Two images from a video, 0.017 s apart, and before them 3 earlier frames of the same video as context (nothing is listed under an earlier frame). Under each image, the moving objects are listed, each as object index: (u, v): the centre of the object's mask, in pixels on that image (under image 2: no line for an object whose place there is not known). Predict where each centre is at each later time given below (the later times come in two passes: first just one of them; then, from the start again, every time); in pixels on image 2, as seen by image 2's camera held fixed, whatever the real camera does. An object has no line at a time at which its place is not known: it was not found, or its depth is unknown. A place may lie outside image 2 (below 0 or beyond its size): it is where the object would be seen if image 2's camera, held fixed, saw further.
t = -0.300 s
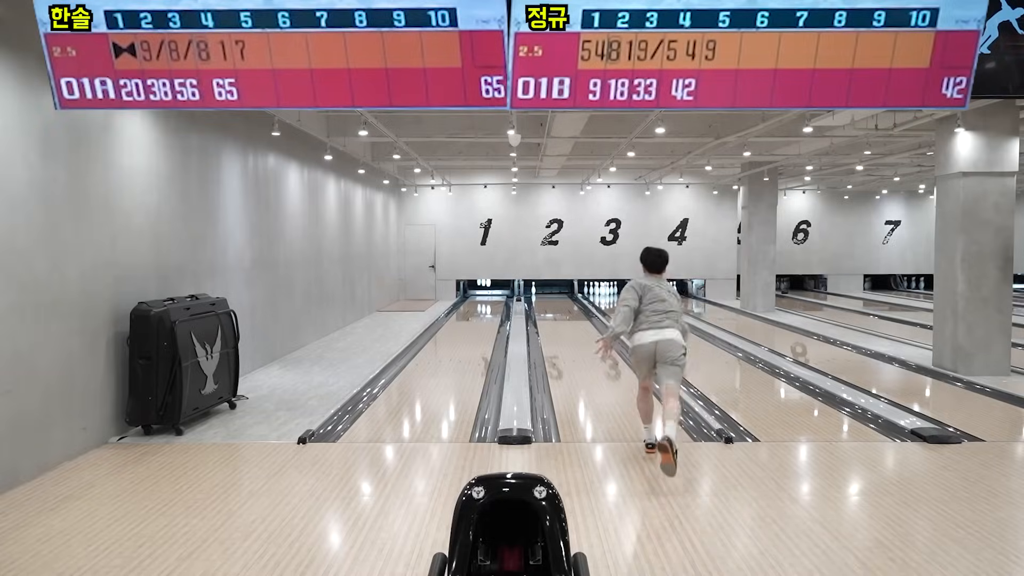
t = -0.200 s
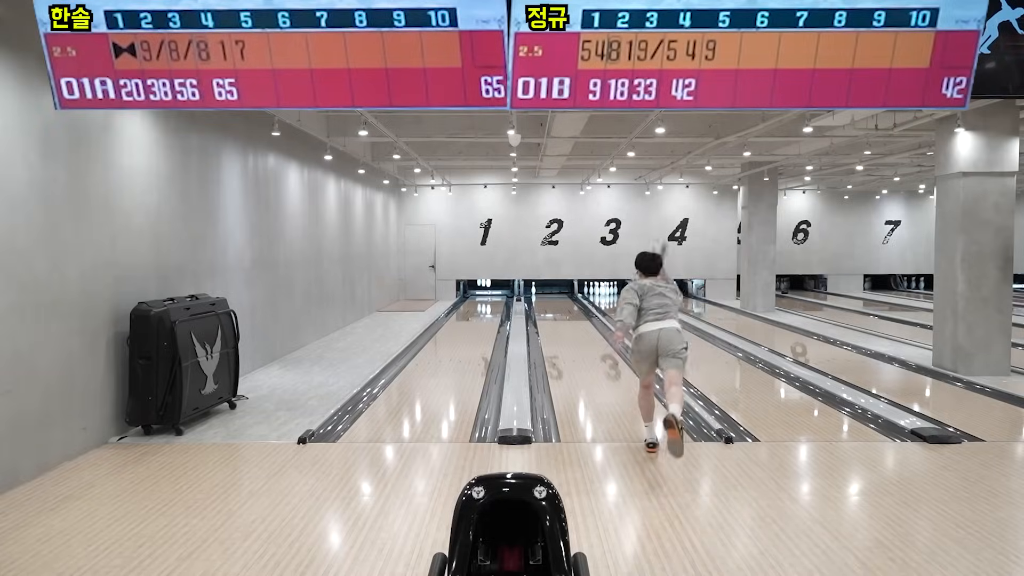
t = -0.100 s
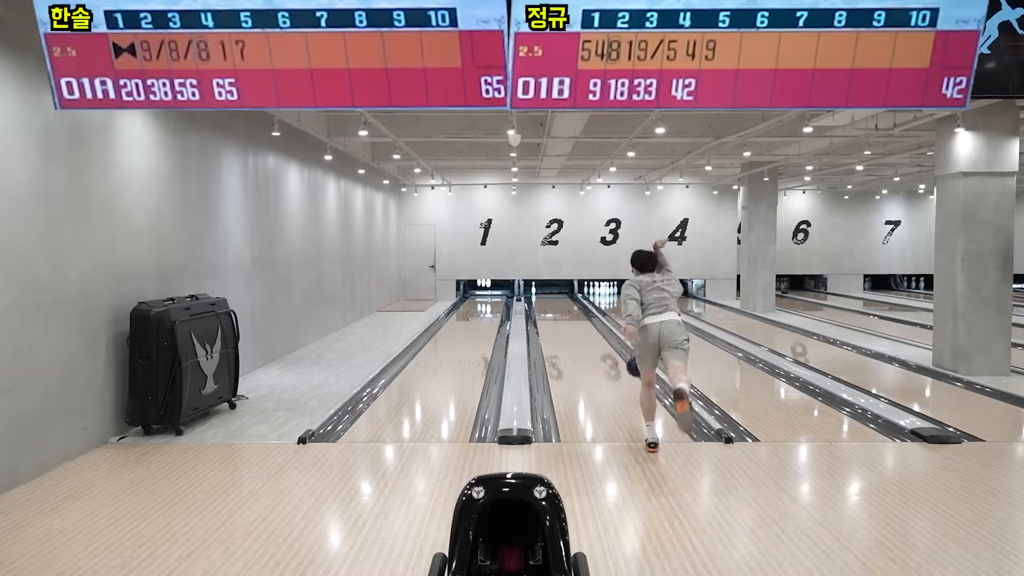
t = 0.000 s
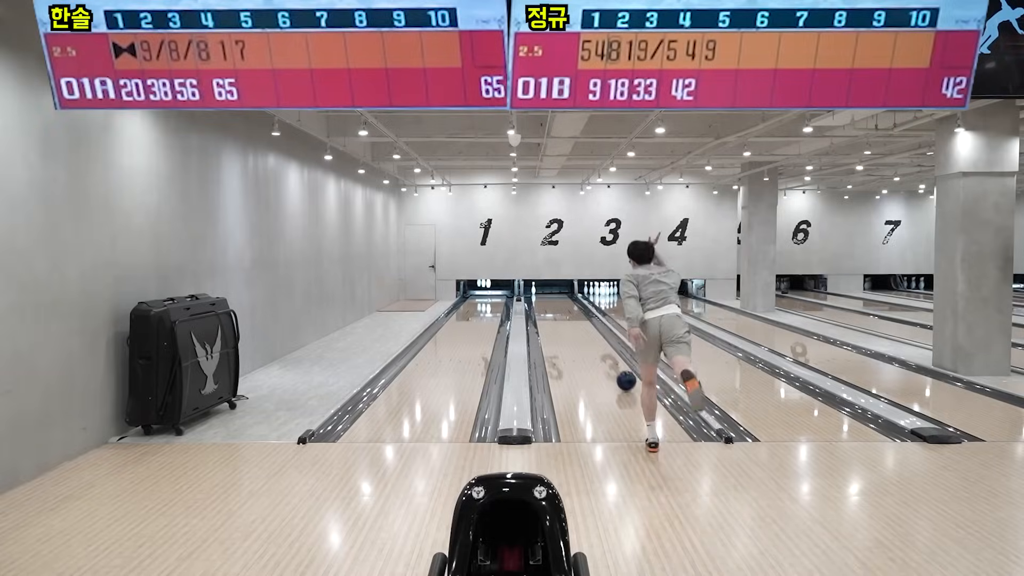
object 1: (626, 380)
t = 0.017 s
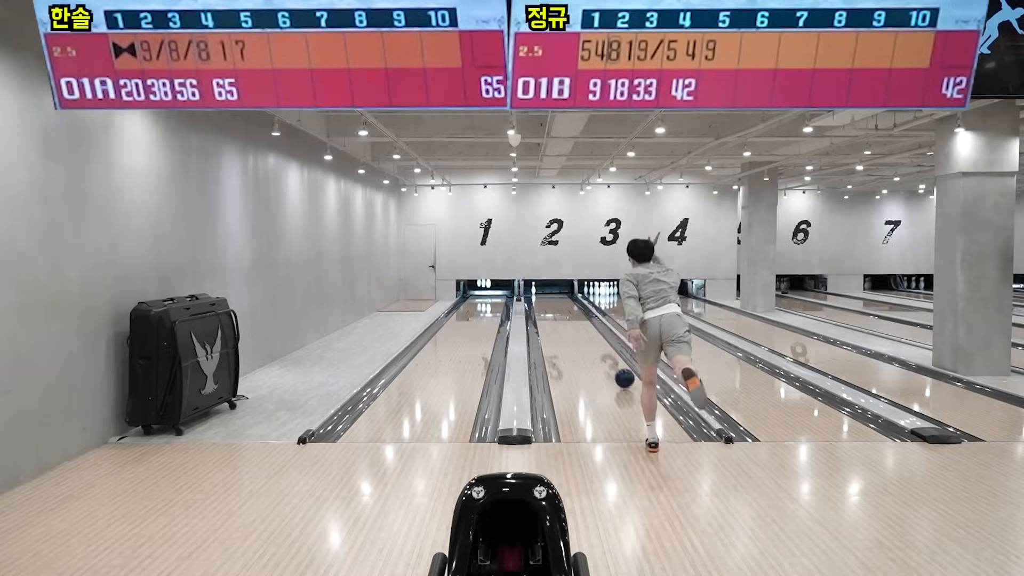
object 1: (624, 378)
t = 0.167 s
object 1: (612, 366)
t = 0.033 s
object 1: (623, 376)
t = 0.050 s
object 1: (621, 374)
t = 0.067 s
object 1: (620, 373)
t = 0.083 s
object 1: (618, 371)
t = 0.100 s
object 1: (617, 371)
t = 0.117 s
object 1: (616, 370)
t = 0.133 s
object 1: (614, 369)
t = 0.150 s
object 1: (613, 368)
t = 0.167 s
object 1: (612, 366)
